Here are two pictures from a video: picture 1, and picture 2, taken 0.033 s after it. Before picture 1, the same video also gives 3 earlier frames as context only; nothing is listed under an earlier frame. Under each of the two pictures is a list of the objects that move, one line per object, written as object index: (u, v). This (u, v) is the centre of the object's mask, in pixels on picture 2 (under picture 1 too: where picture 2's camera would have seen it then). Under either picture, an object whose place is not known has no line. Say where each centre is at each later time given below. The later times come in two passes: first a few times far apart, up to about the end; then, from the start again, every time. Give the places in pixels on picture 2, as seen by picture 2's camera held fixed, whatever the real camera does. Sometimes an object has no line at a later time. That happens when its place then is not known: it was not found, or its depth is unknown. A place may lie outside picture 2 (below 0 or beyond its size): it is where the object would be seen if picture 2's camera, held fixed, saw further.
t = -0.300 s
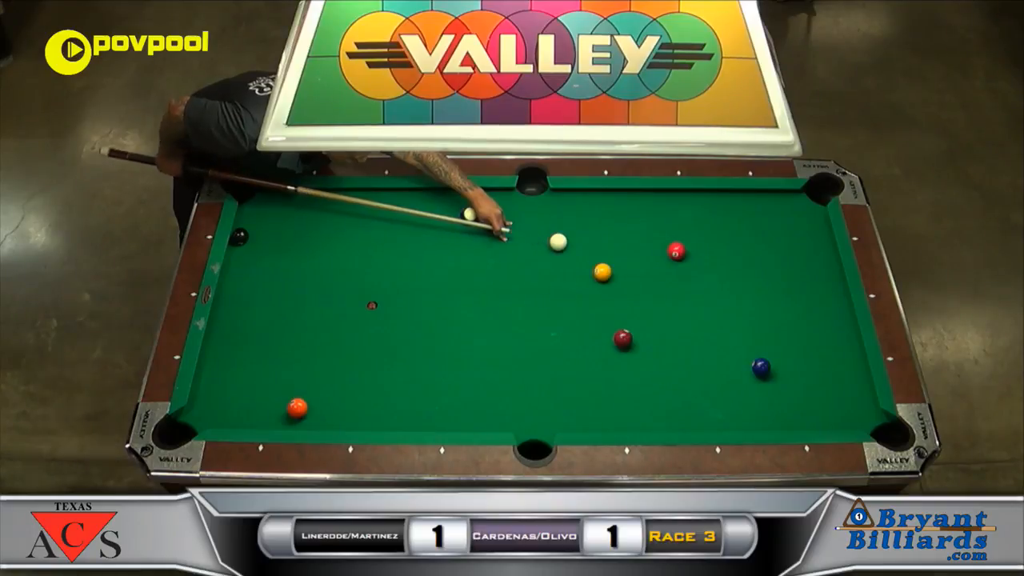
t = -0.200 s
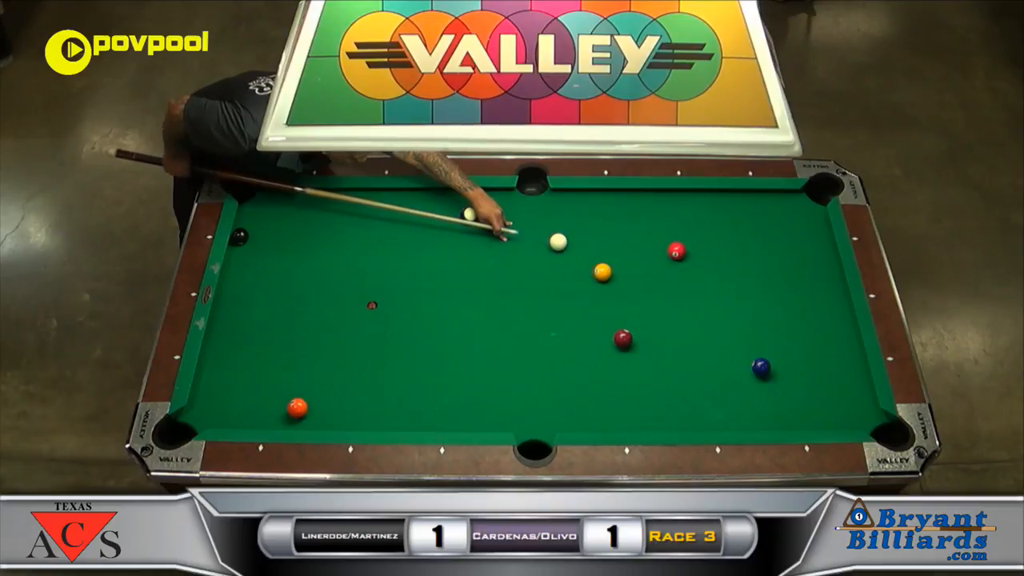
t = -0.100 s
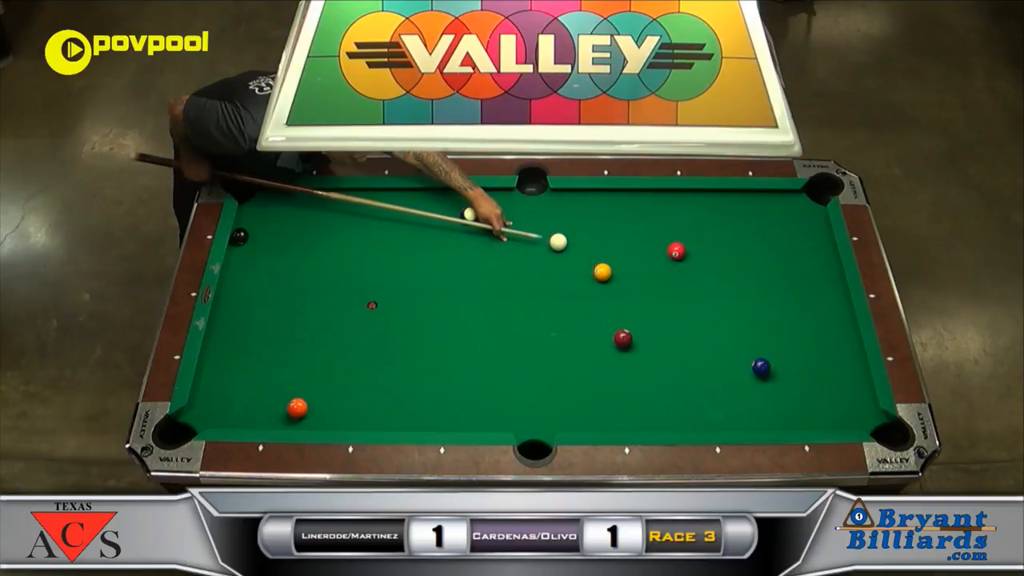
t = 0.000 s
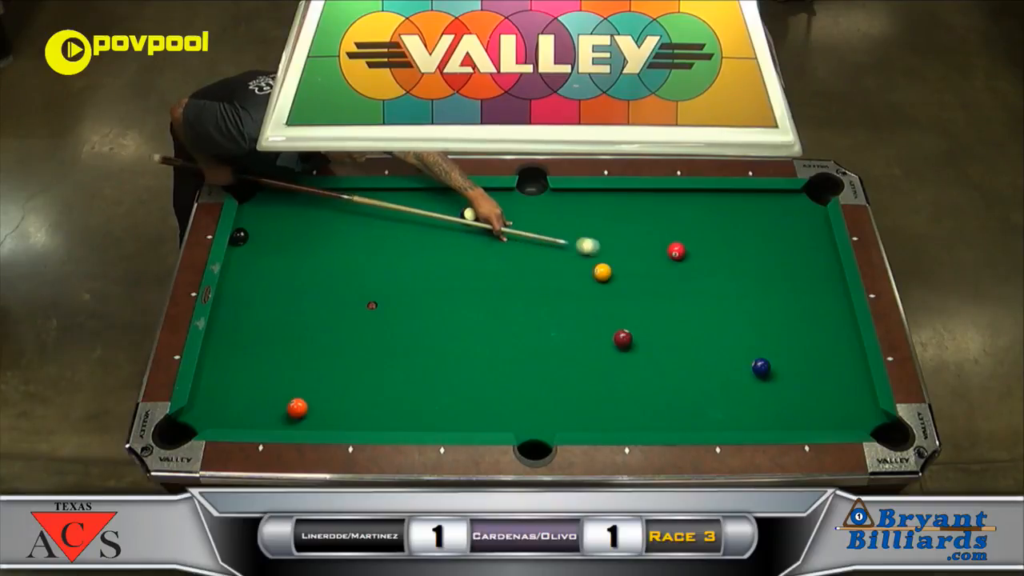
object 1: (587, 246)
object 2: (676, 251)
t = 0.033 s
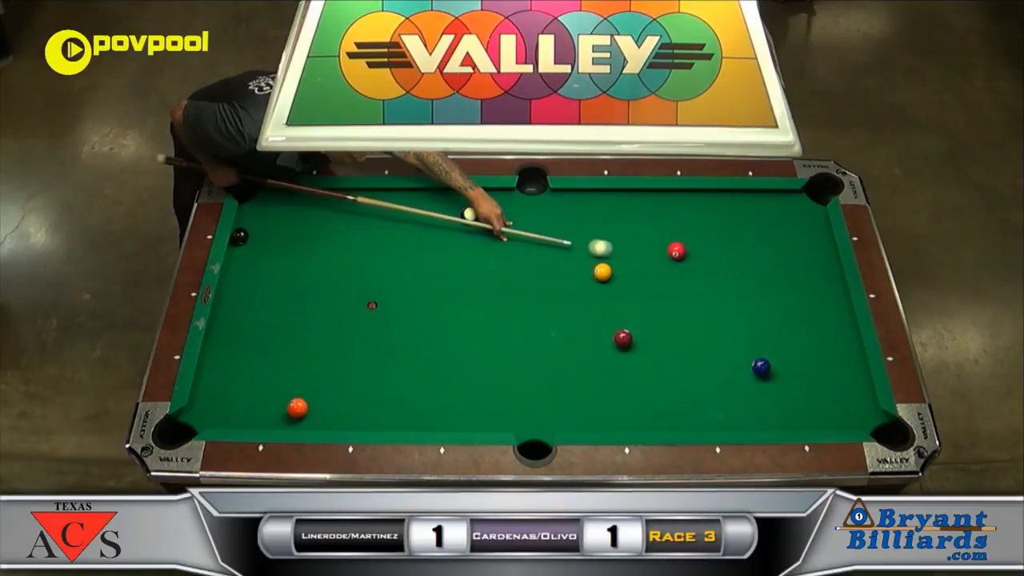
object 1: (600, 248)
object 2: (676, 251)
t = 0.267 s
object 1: (675, 267)
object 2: (687, 246)
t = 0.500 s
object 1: (726, 297)
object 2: (717, 232)
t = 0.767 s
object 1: (785, 332)
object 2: (747, 219)
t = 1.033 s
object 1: (843, 367)
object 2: (774, 206)
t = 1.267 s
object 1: (851, 392)
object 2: (796, 196)
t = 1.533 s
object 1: (832, 415)
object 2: (816, 200)
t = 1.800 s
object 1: (807, 417)
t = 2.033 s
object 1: (785, 407)
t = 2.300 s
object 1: (762, 396)
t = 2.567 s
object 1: (740, 386)
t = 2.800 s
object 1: (723, 379)
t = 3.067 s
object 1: (705, 371)
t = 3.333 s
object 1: (689, 365)
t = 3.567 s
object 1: (677, 360)
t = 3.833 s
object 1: (665, 355)
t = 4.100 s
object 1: (654, 351)
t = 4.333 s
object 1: (647, 349)
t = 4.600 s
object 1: (641, 346)
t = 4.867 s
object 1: (640, 346)
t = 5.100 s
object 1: (641, 346)
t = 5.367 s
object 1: (640, 346)
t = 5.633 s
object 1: (641, 346)
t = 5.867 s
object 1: (641, 346)
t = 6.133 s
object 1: (641, 346)
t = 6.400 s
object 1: (641, 346)
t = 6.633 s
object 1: (641, 346)
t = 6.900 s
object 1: (641, 346)
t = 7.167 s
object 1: (640, 346)
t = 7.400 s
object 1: (640, 346)
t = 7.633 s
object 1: (640, 346)
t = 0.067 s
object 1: (613, 250)
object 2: (676, 251)
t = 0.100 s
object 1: (625, 252)
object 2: (676, 251)
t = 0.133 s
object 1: (637, 254)
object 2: (676, 251)
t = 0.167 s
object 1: (649, 256)
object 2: (676, 251)
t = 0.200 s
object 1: (660, 258)
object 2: (677, 251)
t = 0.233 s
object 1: (668, 262)
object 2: (681, 248)
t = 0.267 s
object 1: (675, 267)
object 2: (687, 246)
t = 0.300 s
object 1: (682, 271)
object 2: (692, 244)
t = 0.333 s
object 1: (689, 275)
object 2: (697, 241)
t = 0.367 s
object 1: (697, 279)
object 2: (701, 240)
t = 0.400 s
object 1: (704, 284)
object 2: (705, 238)
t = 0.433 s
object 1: (711, 288)
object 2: (709, 236)
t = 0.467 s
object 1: (719, 292)
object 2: (713, 234)
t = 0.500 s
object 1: (726, 297)
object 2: (717, 232)
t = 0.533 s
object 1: (733, 301)
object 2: (721, 231)
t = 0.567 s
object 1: (741, 306)
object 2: (725, 229)
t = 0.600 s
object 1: (748, 310)
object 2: (729, 227)
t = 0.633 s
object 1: (755, 314)
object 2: (732, 225)
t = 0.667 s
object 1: (763, 319)
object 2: (736, 223)
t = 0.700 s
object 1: (770, 323)
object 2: (740, 222)
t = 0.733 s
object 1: (778, 328)
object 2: (743, 220)
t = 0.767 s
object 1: (785, 332)
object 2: (747, 219)
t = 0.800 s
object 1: (793, 336)
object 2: (751, 217)
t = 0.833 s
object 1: (799, 341)
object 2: (754, 215)
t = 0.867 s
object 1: (807, 345)
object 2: (757, 214)
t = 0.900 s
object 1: (814, 350)
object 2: (760, 212)
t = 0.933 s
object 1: (822, 354)
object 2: (764, 211)
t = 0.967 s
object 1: (829, 358)
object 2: (767, 209)
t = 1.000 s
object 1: (836, 362)
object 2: (771, 208)
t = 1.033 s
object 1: (843, 367)
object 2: (774, 206)
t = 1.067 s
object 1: (851, 371)
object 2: (777, 204)
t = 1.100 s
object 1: (858, 376)
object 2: (780, 203)
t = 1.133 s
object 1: (862, 379)
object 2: (784, 202)
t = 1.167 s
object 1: (860, 383)
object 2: (787, 200)
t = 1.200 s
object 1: (857, 386)
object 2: (790, 199)
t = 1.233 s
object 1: (854, 389)
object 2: (792, 197)
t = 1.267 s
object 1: (851, 392)
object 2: (796, 196)
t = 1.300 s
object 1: (849, 395)
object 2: (798, 197)
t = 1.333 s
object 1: (846, 398)
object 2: (801, 197)
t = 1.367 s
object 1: (844, 401)
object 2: (804, 197)
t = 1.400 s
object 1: (841, 404)
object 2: (806, 198)
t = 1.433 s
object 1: (839, 407)
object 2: (809, 199)
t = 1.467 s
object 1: (837, 409)
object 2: (811, 199)
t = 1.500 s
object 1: (834, 412)
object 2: (814, 200)
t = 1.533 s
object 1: (832, 415)
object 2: (816, 200)
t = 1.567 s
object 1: (829, 418)
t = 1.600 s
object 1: (826, 420)
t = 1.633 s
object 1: (824, 422)
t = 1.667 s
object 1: (821, 422)
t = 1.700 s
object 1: (817, 421)
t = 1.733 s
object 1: (814, 420)
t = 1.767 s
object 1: (811, 419)
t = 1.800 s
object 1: (807, 417)
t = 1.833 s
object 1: (804, 416)
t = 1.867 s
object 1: (801, 414)
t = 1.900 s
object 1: (798, 413)
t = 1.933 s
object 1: (795, 411)
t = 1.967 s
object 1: (792, 410)
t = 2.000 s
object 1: (789, 408)
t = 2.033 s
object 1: (785, 407)
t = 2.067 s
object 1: (783, 406)
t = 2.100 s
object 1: (780, 404)
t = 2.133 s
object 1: (777, 403)
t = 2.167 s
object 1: (774, 401)
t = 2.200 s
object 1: (771, 400)
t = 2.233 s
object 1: (768, 399)
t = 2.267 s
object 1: (765, 397)
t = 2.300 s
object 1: (762, 396)
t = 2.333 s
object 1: (759, 395)
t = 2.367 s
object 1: (756, 393)
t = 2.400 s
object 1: (754, 392)
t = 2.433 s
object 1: (751, 391)
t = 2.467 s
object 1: (748, 390)
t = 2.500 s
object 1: (746, 389)
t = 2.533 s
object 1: (743, 388)
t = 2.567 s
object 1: (740, 386)
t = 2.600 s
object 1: (738, 385)
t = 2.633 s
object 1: (735, 384)
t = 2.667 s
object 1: (733, 383)
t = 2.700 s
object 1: (730, 382)
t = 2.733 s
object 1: (728, 381)
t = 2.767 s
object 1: (726, 380)
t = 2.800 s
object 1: (723, 379)
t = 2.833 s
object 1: (721, 378)
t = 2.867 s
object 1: (718, 377)
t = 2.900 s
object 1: (716, 376)
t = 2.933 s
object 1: (714, 375)
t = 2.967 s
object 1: (712, 374)
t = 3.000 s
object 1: (709, 373)
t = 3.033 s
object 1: (707, 372)
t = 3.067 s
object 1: (705, 371)
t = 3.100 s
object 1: (703, 371)
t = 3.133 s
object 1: (701, 370)
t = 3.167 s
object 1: (699, 369)
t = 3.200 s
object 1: (697, 368)
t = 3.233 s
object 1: (695, 367)
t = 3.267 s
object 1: (693, 367)
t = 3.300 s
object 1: (691, 366)
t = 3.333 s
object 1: (689, 365)
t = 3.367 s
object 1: (687, 364)
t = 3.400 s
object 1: (685, 363)
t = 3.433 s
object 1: (684, 363)
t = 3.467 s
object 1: (682, 362)
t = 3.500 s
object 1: (680, 361)
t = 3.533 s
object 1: (678, 361)
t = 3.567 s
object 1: (677, 360)
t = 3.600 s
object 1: (675, 359)
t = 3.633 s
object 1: (674, 359)
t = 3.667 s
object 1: (672, 358)
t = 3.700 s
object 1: (670, 357)
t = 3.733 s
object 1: (669, 357)
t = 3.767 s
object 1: (667, 356)
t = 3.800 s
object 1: (666, 356)
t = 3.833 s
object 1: (665, 355)
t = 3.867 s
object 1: (663, 355)
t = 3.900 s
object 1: (662, 354)
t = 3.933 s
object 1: (660, 354)
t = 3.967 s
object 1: (659, 353)
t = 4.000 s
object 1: (658, 353)
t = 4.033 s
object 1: (657, 352)
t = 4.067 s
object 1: (655, 352)
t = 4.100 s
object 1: (654, 351)
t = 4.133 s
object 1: (653, 351)
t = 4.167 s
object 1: (652, 351)
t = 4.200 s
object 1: (651, 350)
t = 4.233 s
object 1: (650, 350)
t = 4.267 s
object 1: (649, 350)
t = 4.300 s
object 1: (648, 349)
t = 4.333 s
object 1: (647, 349)
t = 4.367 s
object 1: (646, 348)
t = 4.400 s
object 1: (645, 348)
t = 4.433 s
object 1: (644, 347)
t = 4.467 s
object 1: (644, 347)
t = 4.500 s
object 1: (643, 347)
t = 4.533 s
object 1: (642, 346)
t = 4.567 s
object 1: (641, 346)
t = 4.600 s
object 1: (641, 346)
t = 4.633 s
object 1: (641, 346)
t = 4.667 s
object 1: (641, 346)
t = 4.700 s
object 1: (641, 346)
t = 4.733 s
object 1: (640, 346)
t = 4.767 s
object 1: (640, 346)
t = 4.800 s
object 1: (640, 346)
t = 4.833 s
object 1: (640, 346)
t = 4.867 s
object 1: (640, 346)
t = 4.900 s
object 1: (640, 346)
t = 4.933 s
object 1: (640, 346)
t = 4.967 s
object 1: (641, 346)
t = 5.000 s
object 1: (640, 346)
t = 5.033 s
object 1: (640, 346)
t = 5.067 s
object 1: (641, 346)
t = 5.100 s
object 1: (641, 346)
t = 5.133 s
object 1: (641, 346)
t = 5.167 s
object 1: (641, 346)
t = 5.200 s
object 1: (641, 346)
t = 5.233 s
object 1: (641, 346)
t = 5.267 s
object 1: (640, 346)
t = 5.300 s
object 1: (641, 346)
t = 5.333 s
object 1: (641, 346)
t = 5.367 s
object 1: (640, 346)
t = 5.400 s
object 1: (640, 346)
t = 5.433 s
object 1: (640, 346)
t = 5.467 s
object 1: (640, 346)
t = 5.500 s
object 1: (640, 346)
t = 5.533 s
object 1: (641, 346)
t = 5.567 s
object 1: (641, 346)
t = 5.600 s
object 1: (640, 346)
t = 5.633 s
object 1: (641, 346)
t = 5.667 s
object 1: (640, 346)
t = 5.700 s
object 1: (640, 346)
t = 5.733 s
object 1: (640, 346)
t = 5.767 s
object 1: (641, 346)
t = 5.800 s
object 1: (641, 346)
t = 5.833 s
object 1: (640, 346)
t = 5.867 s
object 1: (641, 346)
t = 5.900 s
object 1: (641, 346)
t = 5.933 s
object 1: (641, 346)
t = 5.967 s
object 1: (641, 346)
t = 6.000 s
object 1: (641, 346)
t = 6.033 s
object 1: (641, 346)
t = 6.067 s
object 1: (640, 346)
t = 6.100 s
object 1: (641, 346)
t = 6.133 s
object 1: (641, 346)
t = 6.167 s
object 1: (641, 346)
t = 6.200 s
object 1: (641, 346)
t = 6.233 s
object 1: (641, 346)
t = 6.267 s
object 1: (641, 346)
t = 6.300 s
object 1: (641, 346)
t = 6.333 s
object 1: (641, 346)
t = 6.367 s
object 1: (641, 346)
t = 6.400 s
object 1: (641, 346)
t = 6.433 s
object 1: (641, 346)
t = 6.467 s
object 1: (641, 346)
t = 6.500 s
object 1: (641, 346)
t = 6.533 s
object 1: (641, 346)
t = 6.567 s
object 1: (641, 346)
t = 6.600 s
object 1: (641, 346)
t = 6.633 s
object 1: (641, 346)
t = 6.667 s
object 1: (641, 346)
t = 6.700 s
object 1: (641, 346)
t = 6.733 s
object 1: (641, 346)
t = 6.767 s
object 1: (641, 346)
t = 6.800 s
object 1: (641, 346)
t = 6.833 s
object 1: (641, 346)
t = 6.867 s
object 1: (641, 346)
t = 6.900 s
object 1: (641, 346)
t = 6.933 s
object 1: (641, 346)
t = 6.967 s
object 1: (641, 346)
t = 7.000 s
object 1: (641, 346)
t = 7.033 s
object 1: (640, 346)
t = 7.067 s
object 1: (640, 346)
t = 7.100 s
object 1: (641, 346)
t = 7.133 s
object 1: (640, 346)
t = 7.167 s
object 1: (640, 346)
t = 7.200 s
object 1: (640, 346)
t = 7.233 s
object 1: (641, 346)
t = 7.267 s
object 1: (640, 346)
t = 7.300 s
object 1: (640, 346)
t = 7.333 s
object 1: (641, 346)
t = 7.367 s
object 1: (640, 346)
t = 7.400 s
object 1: (640, 346)
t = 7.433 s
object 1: (640, 346)
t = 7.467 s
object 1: (640, 346)
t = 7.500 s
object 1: (641, 346)
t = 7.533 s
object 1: (640, 346)
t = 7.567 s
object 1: (640, 346)
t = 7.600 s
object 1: (640, 346)
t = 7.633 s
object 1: (640, 346)
